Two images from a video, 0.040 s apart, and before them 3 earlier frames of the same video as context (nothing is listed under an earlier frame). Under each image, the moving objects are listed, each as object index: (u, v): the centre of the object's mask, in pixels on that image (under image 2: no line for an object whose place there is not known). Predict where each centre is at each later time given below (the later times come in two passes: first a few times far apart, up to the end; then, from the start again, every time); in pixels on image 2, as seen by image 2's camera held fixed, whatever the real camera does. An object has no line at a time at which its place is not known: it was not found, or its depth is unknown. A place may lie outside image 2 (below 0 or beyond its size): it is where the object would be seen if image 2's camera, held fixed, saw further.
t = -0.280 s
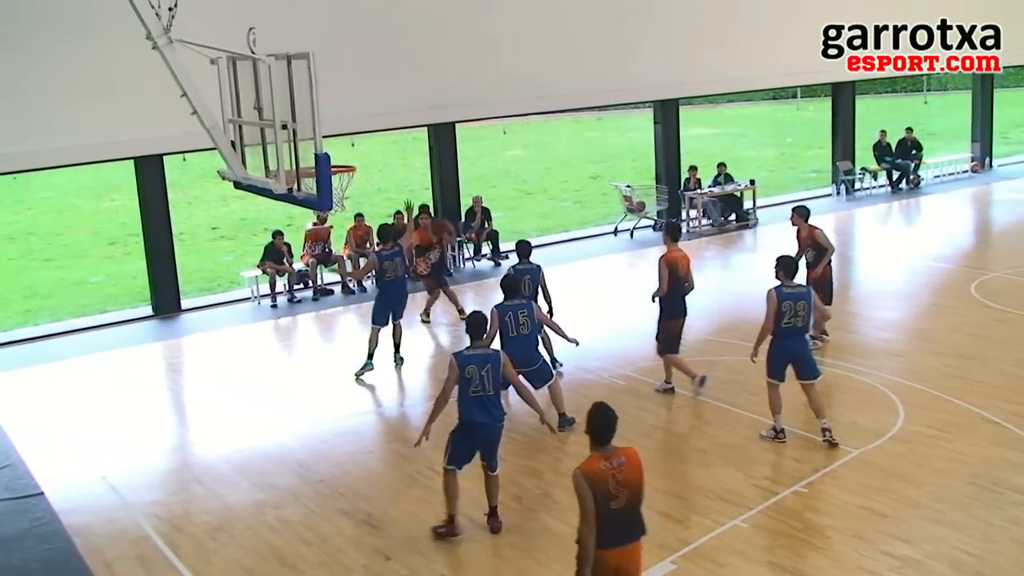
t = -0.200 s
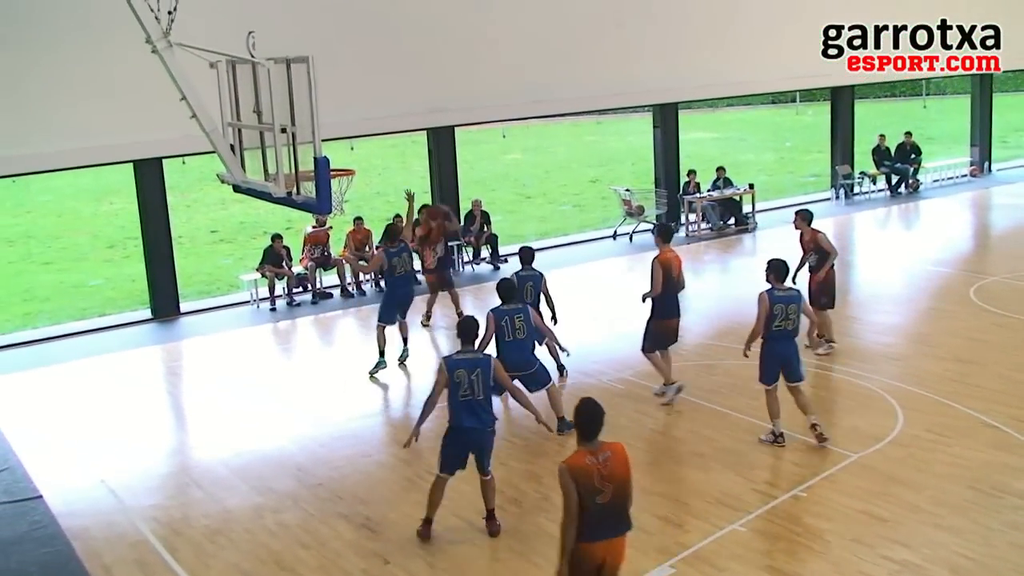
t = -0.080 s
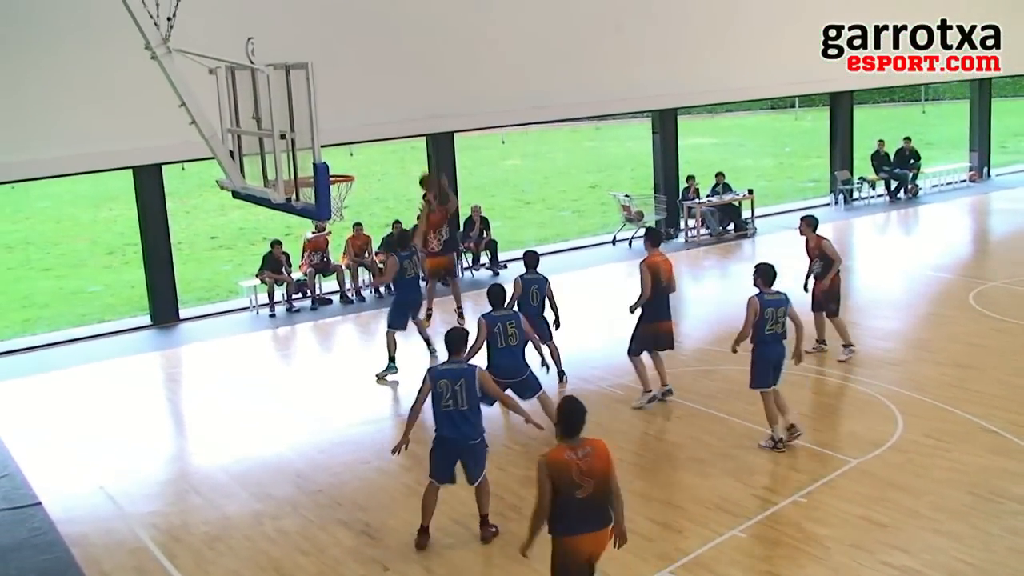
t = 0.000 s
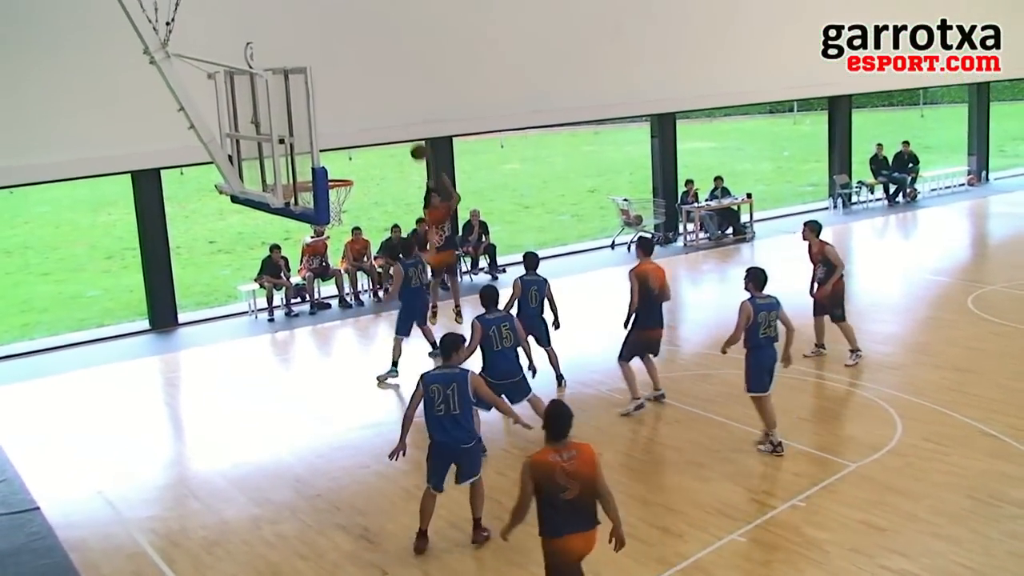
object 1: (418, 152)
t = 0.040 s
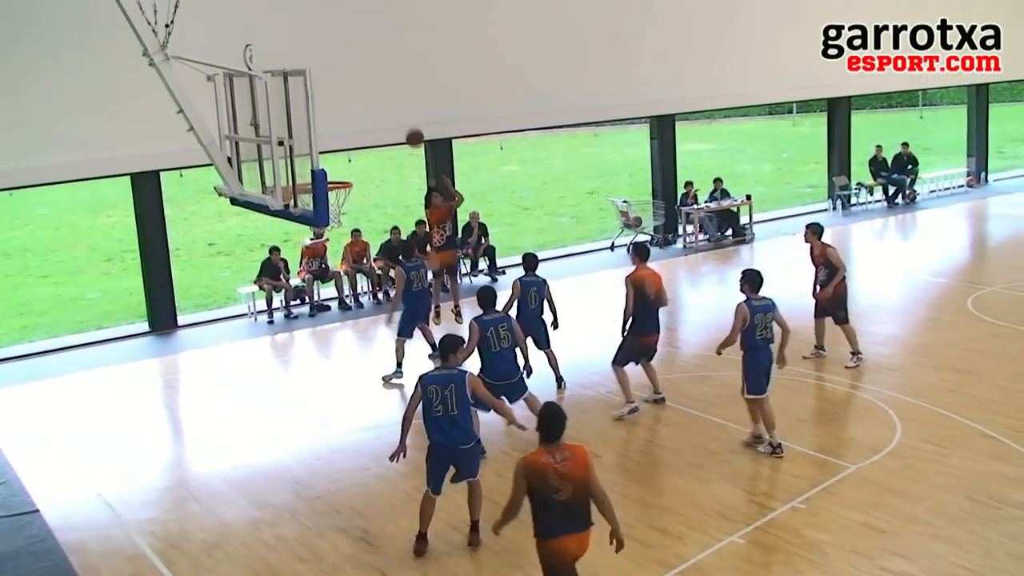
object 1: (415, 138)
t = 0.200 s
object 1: (400, 82)
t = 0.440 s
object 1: (376, 26)
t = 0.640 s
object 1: (358, 13)
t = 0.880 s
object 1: (337, 54)
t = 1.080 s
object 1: (327, 145)
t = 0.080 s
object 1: (411, 123)
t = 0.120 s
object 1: (407, 108)
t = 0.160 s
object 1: (403, 95)
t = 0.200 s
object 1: (400, 82)
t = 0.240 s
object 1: (396, 70)
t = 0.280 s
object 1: (392, 59)
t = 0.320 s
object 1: (388, 49)
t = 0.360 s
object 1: (384, 41)
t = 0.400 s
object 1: (380, 33)
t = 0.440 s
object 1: (376, 26)
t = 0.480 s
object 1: (372, 21)
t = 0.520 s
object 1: (369, 17)
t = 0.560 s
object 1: (365, 14)
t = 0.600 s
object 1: (361, 13)
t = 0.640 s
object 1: (358, 13)
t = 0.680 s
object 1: (354, 15)
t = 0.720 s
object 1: (351, 19)
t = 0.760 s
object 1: (347, 25)
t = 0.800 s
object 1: (344, 33)
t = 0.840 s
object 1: (341, 42)
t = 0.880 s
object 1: (337, 54)
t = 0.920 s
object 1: (334, 68)
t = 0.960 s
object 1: (331, 84)
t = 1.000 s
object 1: (328, 103)
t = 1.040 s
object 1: (327, 124)
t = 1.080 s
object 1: (327, 145)
